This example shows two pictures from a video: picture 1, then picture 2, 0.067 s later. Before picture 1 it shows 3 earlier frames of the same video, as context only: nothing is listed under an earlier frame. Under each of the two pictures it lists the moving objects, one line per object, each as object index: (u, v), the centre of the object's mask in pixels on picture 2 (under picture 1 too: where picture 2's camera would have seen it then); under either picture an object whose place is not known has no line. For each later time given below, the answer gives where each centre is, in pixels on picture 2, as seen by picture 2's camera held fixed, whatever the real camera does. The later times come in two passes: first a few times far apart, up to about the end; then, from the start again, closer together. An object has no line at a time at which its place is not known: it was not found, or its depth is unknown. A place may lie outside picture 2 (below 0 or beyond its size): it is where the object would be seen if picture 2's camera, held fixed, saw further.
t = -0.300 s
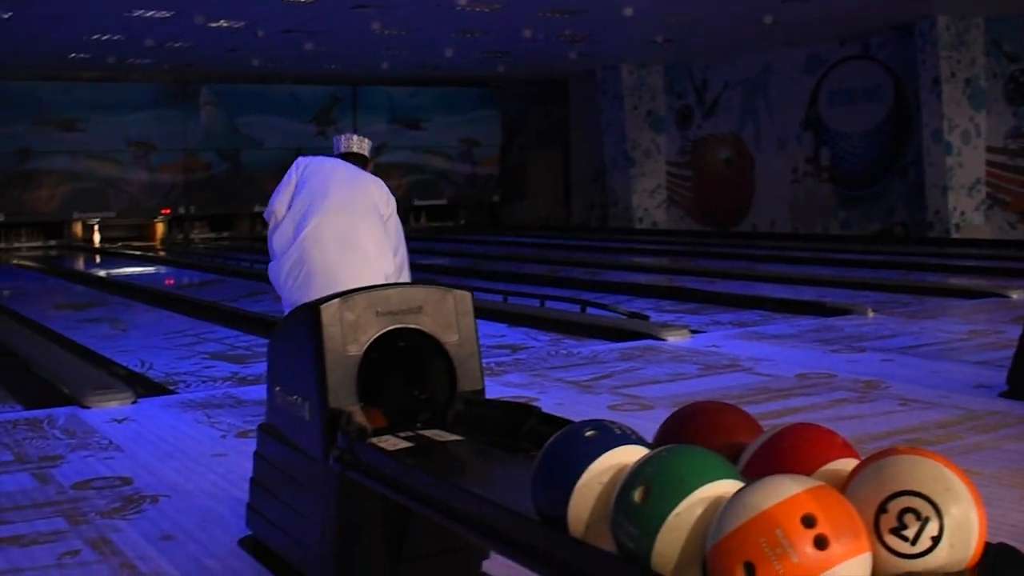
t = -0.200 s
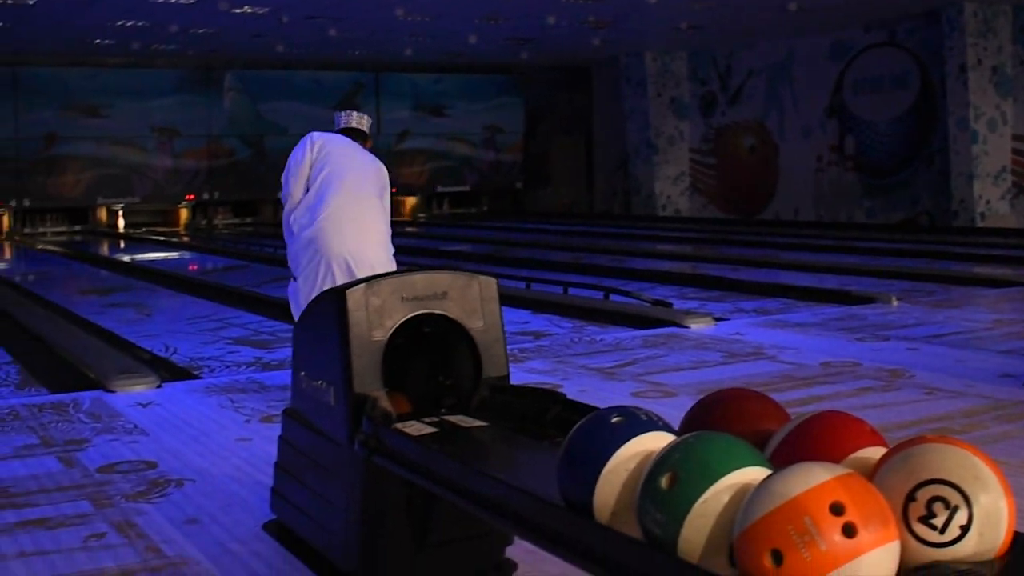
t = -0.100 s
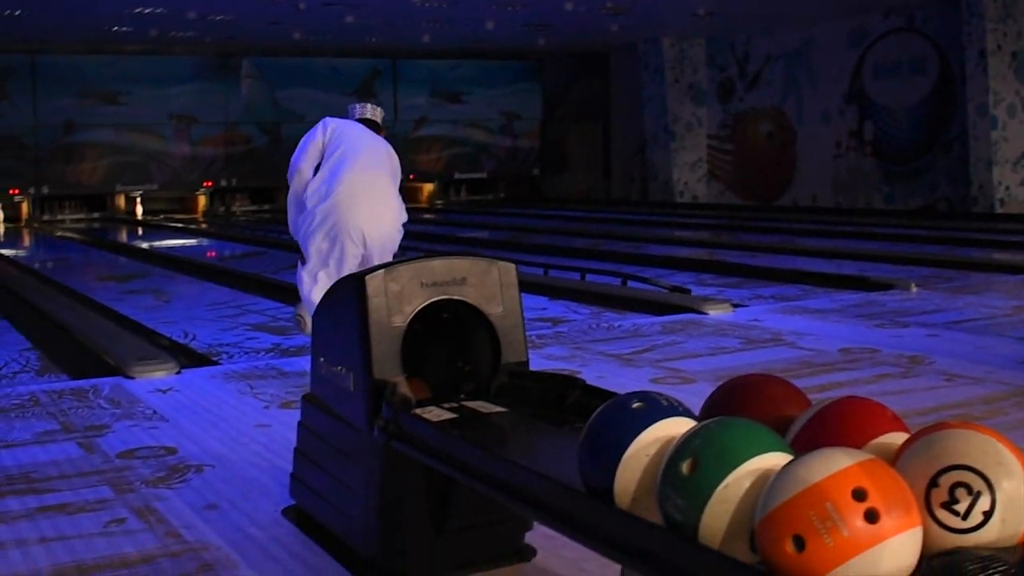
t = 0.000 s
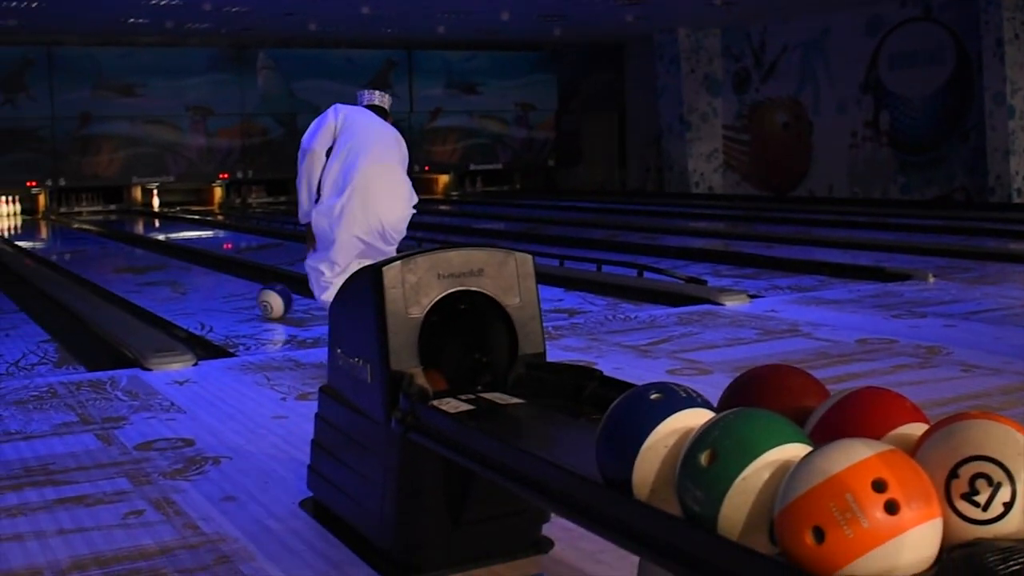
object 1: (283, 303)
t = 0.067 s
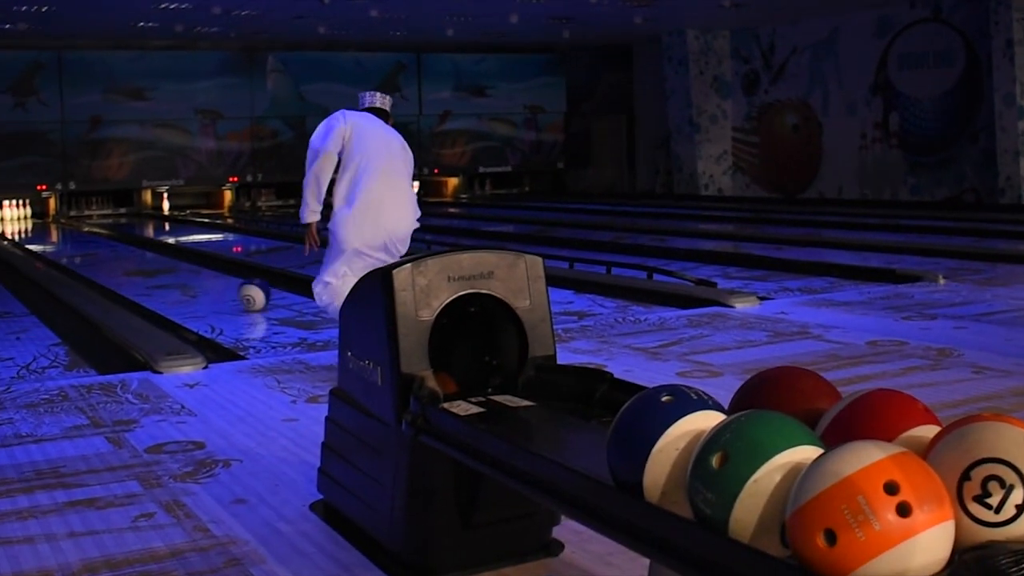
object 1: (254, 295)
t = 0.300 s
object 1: (177, 269)
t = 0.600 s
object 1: (120, 252)
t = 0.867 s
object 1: (100, 246)
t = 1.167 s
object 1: (81, 237)
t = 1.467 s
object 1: (64, 235)
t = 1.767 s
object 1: (48, 230)
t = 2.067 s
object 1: (39, 225)
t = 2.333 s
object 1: (27, 224)
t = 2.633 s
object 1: (18, 220)
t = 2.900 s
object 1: (13, 218)
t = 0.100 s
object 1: (241, 290)
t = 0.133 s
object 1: (227, 287)
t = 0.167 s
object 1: (215, 284)
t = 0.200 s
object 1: (205, 280)
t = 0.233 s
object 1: (196, 277)
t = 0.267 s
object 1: (186, 273)
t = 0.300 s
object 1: (177, 269)
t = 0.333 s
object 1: (169, 266)
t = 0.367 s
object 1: (161, 263)
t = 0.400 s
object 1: (154, 260)
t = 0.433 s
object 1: (146, 258)
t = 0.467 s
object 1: (138, 257)
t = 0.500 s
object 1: (129, 254)
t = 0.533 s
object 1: (126, 253)
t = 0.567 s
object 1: (123, 252)
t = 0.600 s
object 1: (120, 252)
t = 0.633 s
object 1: (117, 251)
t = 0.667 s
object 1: (115, 250)
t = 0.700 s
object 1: (112, 249)
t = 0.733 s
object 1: (110, 248)
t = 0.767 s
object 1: (107, 248)
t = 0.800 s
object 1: (104, 248)
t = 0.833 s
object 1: (102, 247)
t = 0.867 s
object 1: (100, 246)
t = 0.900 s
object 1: (98, 245)
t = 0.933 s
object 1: (96, 244)
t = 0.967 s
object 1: (93, 243)
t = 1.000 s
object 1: (91, 242)
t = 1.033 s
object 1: (89, 241)
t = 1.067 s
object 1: (88, 240)
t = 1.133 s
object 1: (83, 238)
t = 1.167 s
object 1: (81, 237)
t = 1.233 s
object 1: (77, 235)
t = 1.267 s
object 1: (74, 237)
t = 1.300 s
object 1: (70, 241)
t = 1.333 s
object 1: (69, 240)
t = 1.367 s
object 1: (68, 238)
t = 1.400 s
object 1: (67, 237)
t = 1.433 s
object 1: (66, 236)
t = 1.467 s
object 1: (64, 235)
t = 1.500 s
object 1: (62, 234)
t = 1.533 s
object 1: (60, 232)
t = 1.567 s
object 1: (58, 231)
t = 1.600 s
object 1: (56, 231)
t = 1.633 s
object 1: (55, 230)
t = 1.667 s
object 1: (54, 230)
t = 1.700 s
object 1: (53, 229)
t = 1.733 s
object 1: (50, 228)
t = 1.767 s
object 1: (48, 230)
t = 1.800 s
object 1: (47, 227)
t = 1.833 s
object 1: (46, 228)
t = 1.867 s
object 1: (44, 226)
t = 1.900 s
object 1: (44, 228)
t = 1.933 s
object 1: (44, 228)
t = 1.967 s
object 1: (42, 227)
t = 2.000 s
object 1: (41, 226)
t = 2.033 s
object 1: (41, 226)
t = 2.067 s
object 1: (39, 225)
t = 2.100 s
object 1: (37, 225)
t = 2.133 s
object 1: (36, 224)
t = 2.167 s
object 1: (35, 223)
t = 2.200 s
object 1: (33, 224)
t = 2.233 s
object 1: (31, 227)
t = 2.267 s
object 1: (30, 226)
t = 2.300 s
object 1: (28, 224)
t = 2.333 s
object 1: (27, 224)
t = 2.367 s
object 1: (26, 223)
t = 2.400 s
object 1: (25, 223)
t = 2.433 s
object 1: (25, 223)
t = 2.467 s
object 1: (23, 222)
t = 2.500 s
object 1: (22, 221)
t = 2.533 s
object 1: (22, 220)
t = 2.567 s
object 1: (21, 221)
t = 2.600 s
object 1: (19, 221)
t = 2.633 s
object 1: (18, 220)
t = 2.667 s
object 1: (18, 220)
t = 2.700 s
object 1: (17, 220)
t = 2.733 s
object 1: (16, 219)
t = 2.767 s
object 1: (15, 219)
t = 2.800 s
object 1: (15, 219)
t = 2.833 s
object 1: (14, 218)
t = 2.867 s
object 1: (13, 218)
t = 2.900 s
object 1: (13, 218)
